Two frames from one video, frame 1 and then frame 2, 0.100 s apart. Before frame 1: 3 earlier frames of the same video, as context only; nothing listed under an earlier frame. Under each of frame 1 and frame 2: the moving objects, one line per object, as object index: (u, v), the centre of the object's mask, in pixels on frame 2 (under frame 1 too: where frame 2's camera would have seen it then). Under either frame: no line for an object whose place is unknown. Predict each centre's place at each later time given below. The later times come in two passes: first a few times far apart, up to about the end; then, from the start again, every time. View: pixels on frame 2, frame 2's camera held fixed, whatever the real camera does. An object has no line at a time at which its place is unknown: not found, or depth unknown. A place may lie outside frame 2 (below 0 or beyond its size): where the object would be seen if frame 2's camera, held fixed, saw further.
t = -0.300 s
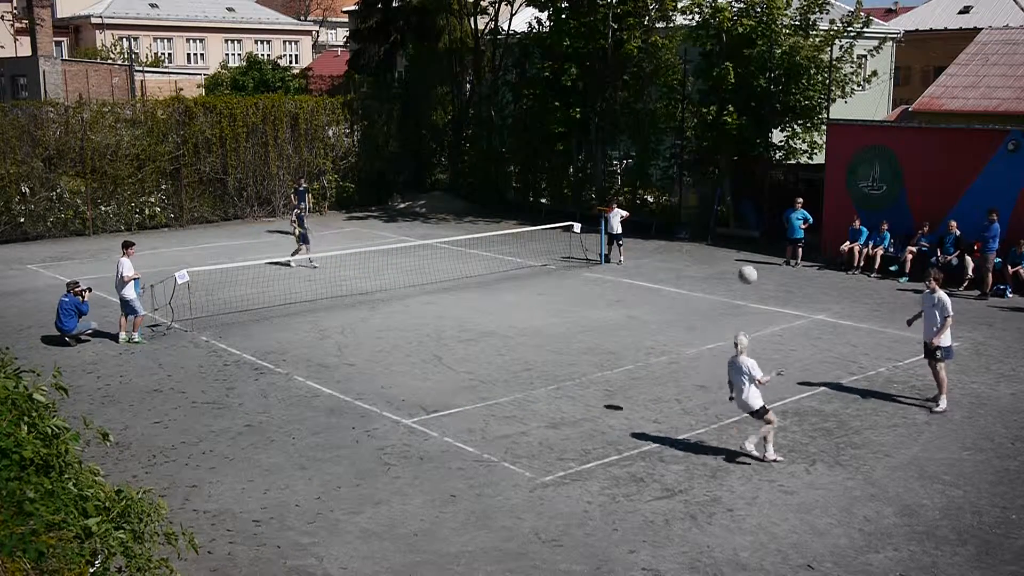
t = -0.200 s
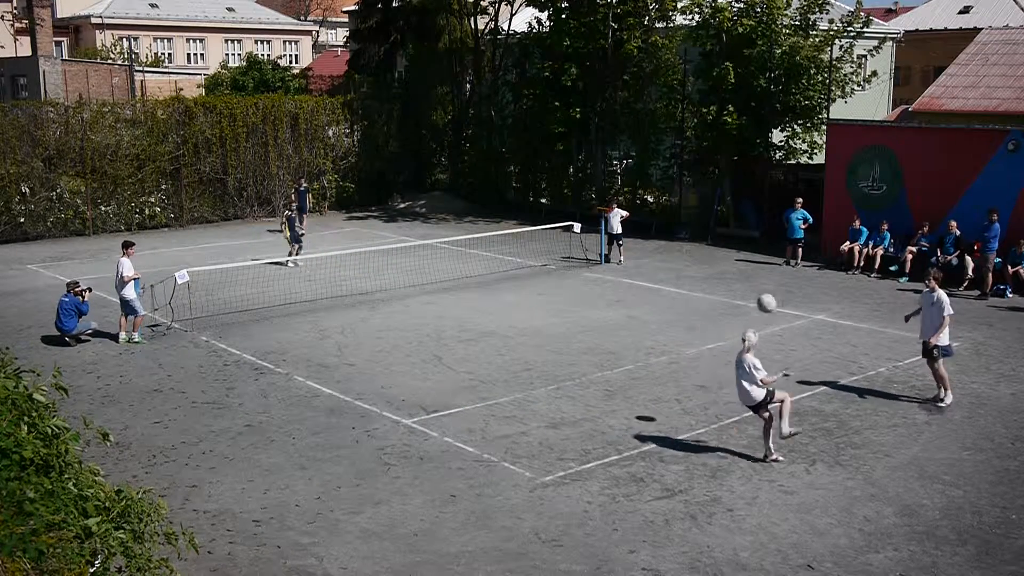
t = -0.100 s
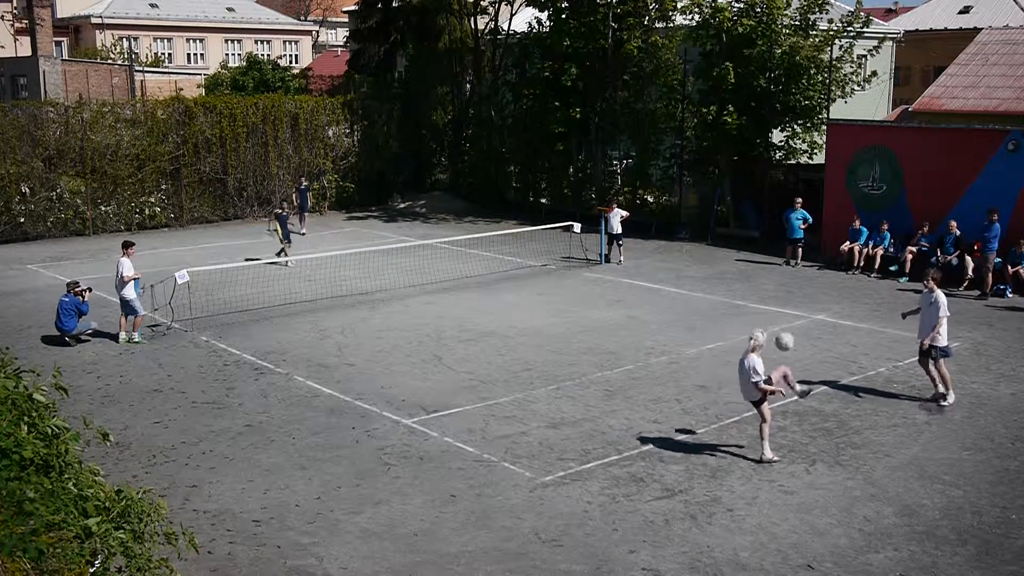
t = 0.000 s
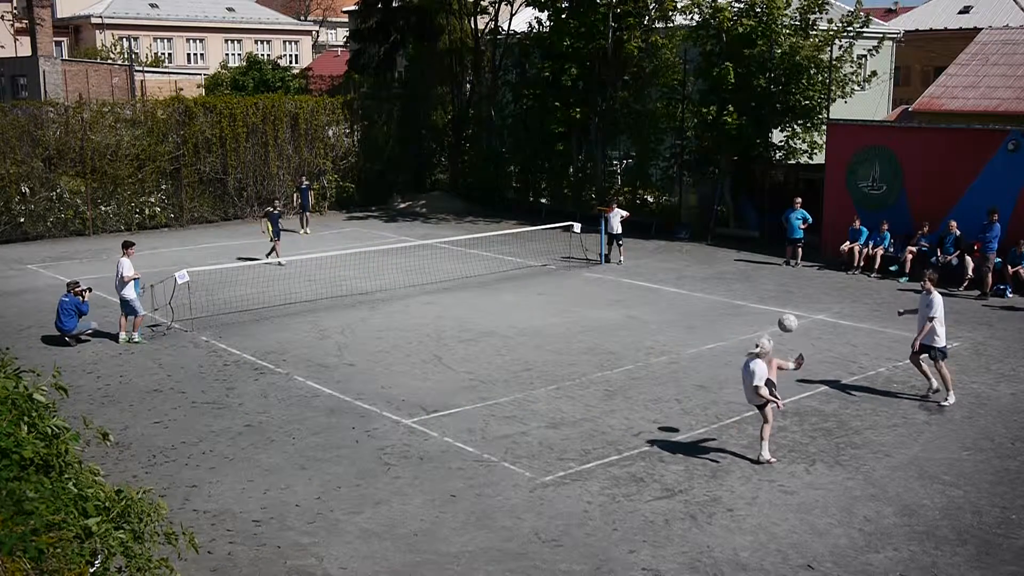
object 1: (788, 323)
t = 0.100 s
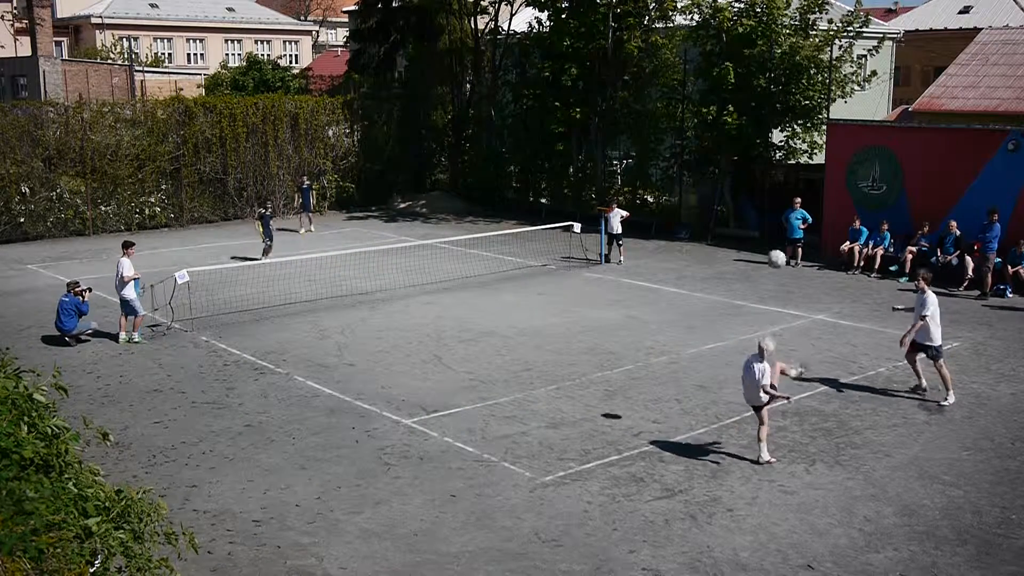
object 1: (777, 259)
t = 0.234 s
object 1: (761, 188)
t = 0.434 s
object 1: (739, 111)
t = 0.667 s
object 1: (712, 66)
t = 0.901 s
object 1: (686, 67)
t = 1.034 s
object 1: (669, 88)
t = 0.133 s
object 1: (772, 240)
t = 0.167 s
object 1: (769, 222)
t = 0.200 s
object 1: (765, 204)
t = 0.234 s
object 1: (761, 188)
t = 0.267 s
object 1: (756, 172)
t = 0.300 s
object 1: (753, 158)
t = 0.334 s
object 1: (750, 145)
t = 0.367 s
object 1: (746, 133)
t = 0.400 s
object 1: (743, 121)
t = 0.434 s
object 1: (739, 111)
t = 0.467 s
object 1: (734, 101)
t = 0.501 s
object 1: (731, 93)
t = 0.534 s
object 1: (727, 86)
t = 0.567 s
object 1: (724, 79)
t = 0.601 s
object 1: (720, 74)
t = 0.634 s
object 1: (716, 70)
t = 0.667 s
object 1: (712, 66)
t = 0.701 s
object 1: (709, 64)
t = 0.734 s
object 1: (705, 61)
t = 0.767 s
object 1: (701, 60)
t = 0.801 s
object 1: (698, 60)
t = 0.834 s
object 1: (694, 61)
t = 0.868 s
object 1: (690, 64)
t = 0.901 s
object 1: (686, 67)
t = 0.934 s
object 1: (682, 70)
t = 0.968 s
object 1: (677, 76)
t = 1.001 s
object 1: (673, 82)
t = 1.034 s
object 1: (669, 88)
